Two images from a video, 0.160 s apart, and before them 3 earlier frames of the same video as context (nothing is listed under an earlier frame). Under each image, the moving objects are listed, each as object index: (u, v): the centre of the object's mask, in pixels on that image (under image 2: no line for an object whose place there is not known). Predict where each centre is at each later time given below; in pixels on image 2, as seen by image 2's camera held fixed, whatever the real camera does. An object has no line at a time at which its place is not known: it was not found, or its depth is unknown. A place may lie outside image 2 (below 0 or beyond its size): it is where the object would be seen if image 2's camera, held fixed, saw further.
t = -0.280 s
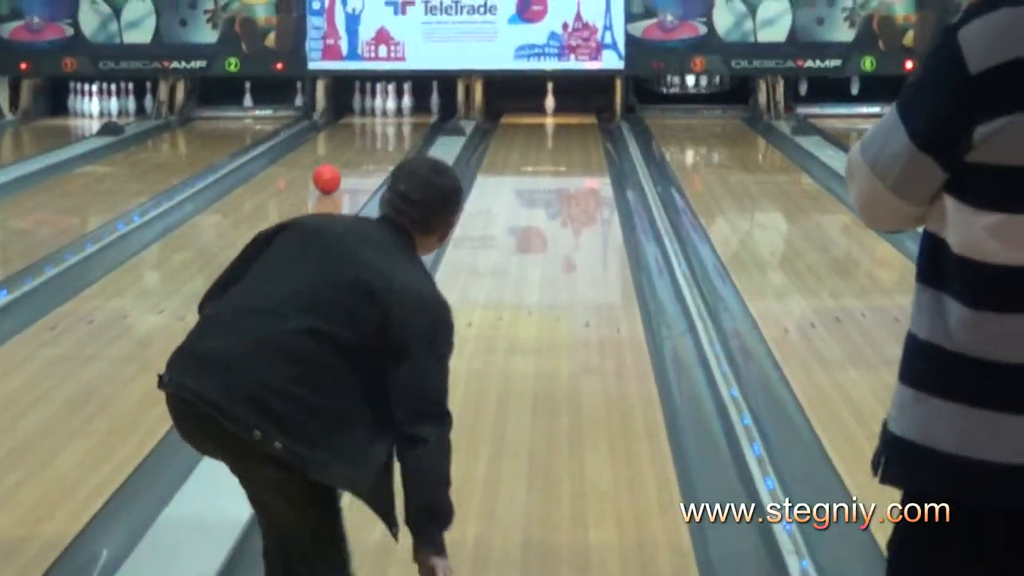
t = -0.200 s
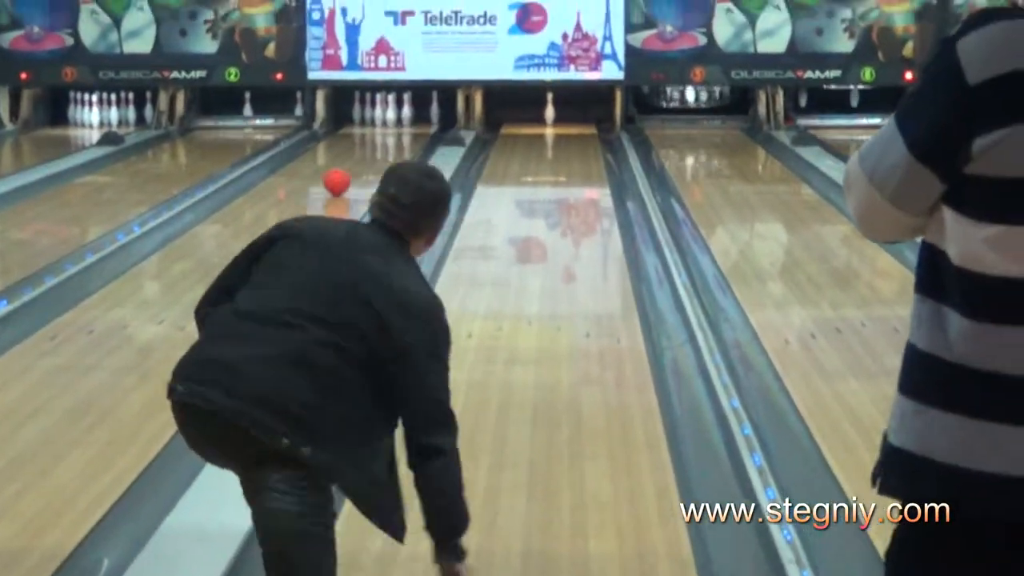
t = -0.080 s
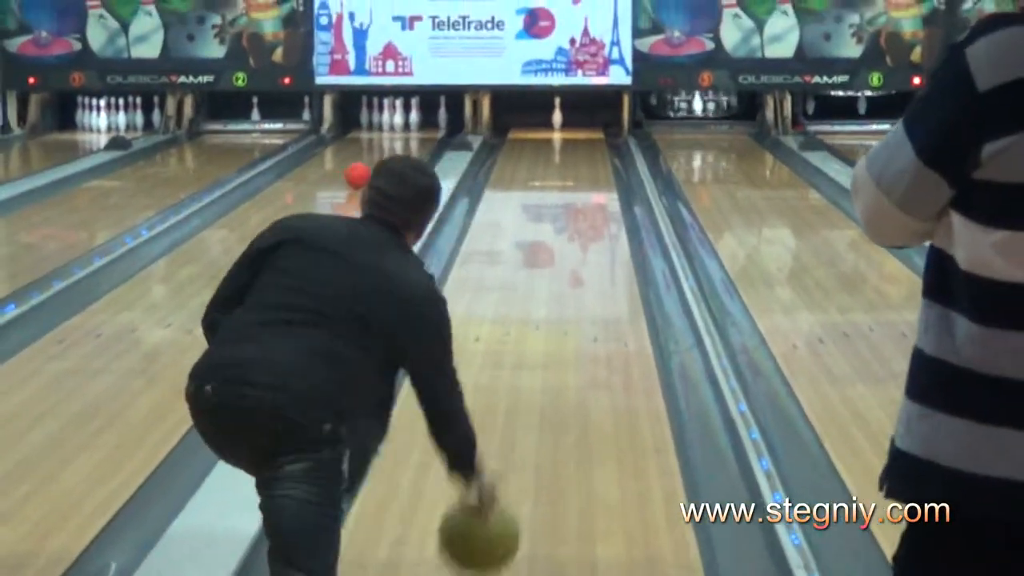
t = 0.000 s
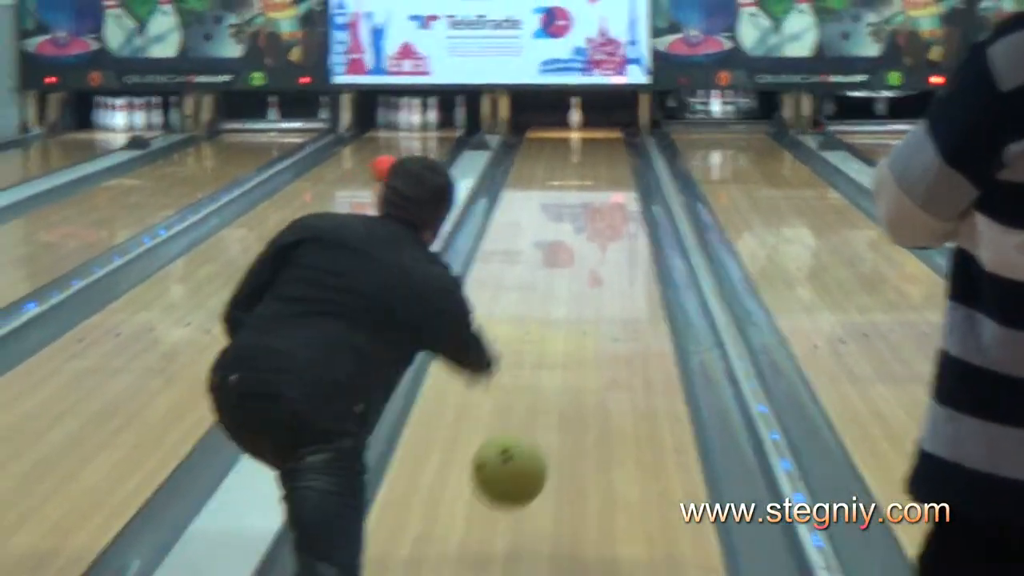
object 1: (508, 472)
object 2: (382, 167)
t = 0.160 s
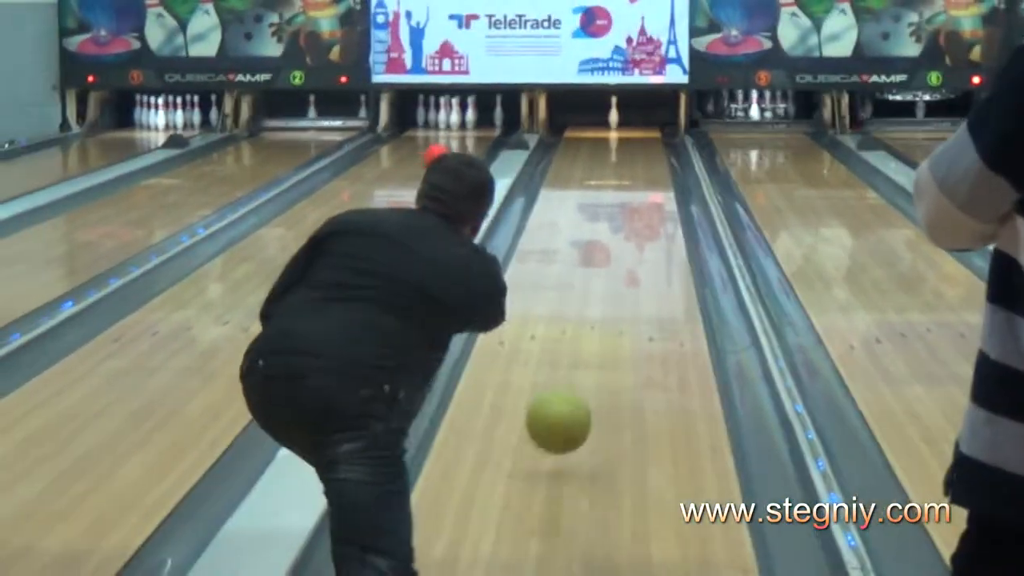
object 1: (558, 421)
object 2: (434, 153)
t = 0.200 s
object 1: (561, 421)
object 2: (436, 151)
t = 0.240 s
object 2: (438, 150)
